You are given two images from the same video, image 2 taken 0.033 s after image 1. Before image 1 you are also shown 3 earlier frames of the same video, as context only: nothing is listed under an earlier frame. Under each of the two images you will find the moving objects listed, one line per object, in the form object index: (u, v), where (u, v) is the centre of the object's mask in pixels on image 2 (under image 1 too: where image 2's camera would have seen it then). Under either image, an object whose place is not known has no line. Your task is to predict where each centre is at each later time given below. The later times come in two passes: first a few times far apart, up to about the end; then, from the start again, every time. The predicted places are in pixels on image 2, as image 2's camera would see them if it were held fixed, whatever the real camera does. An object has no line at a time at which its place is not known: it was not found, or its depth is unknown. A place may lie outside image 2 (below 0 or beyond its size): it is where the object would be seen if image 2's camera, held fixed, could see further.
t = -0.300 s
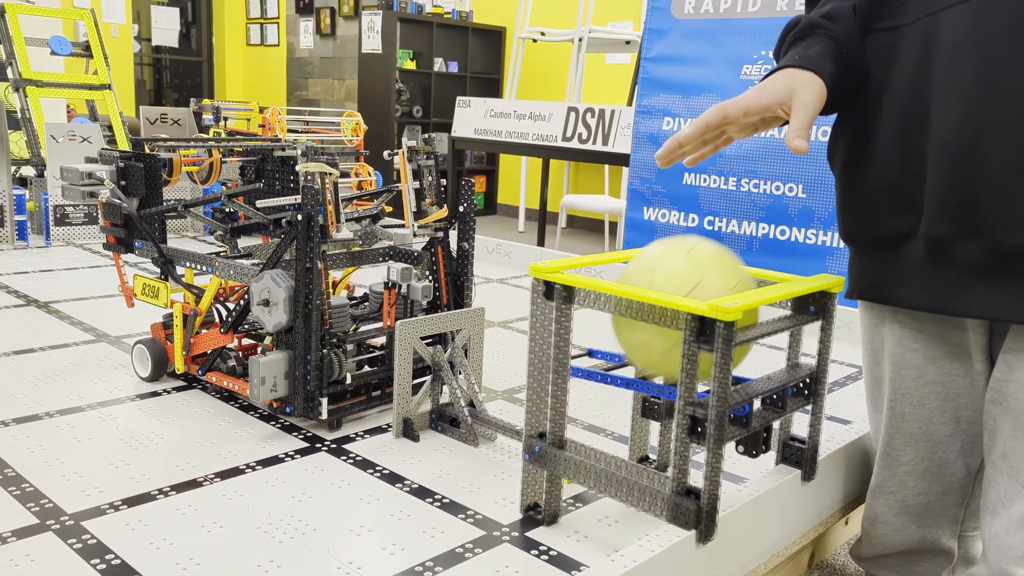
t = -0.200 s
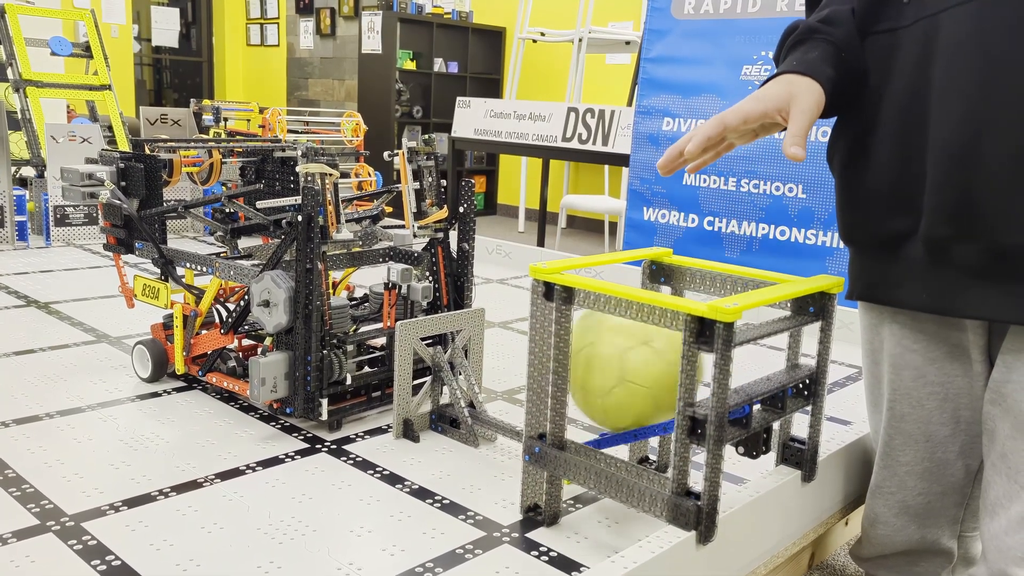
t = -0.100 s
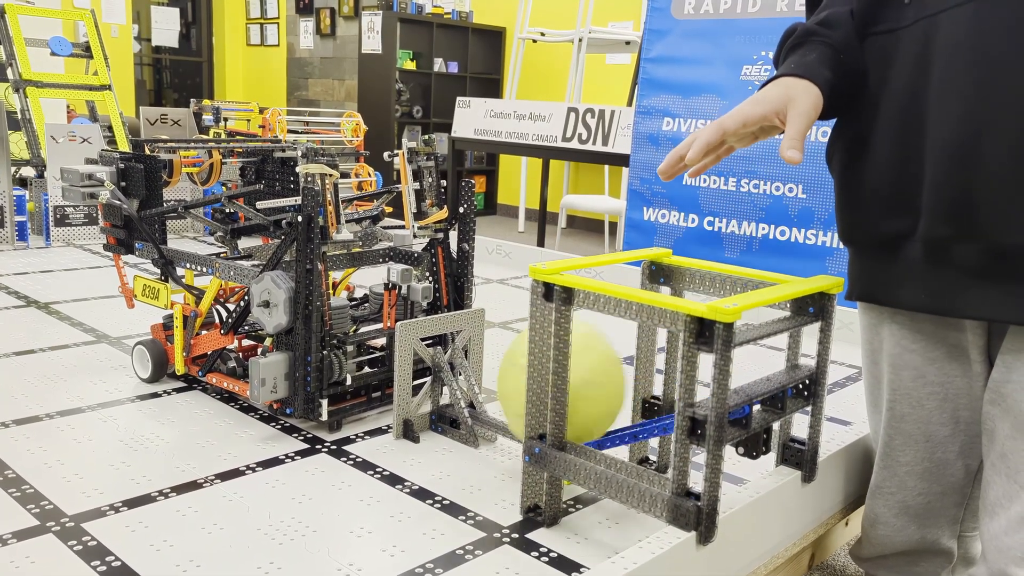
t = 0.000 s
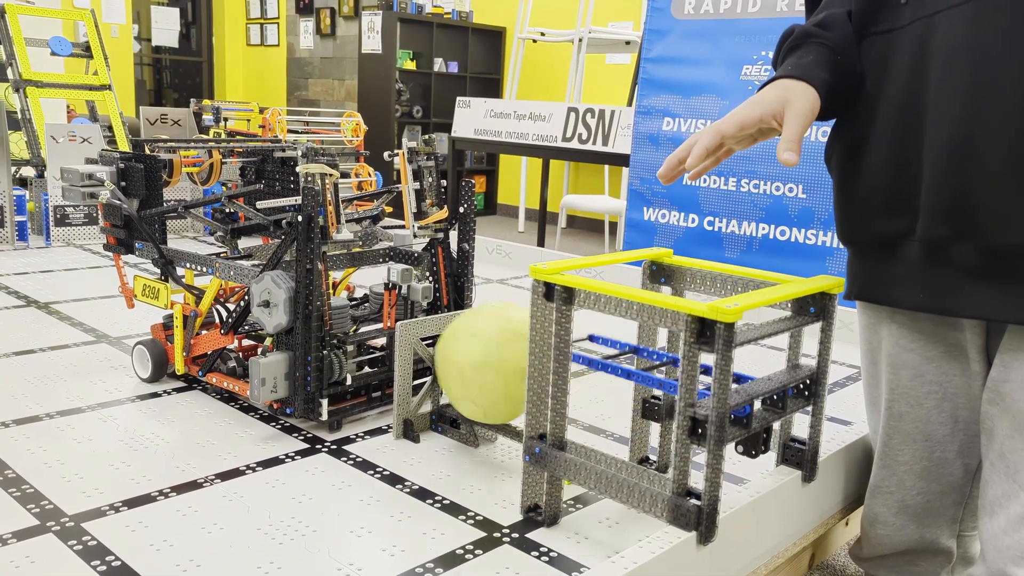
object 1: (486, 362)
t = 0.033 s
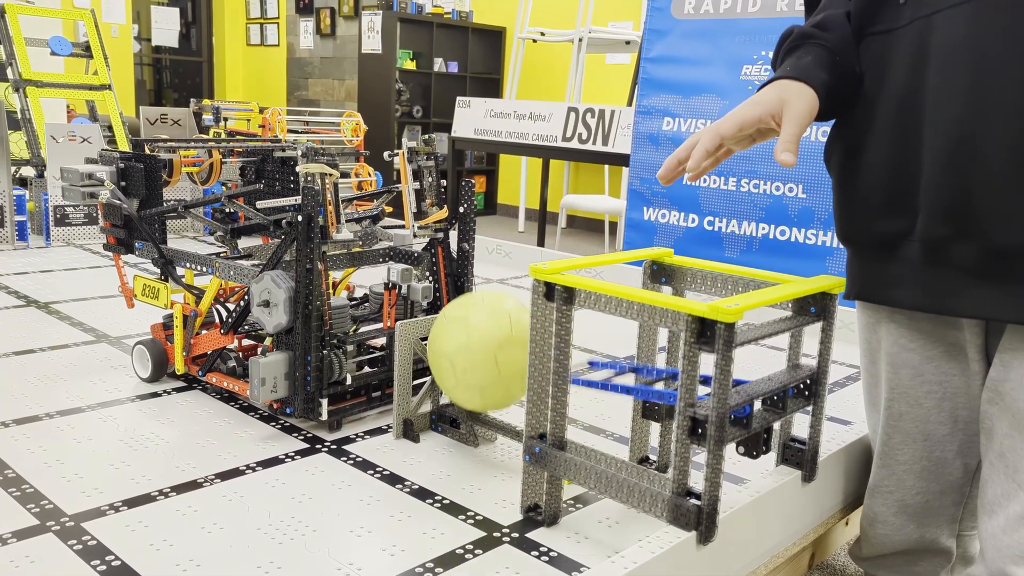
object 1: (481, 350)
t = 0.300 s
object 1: (475, 375)
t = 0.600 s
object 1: (401, 435)
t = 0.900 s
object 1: (334, 463)
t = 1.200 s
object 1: (293, 488)
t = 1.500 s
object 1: (305, 502)
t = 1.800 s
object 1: (341, 503)
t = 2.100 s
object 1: (325, 502)
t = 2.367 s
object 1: (327, 483)
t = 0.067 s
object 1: (483, 339)
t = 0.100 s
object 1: (485, 335)
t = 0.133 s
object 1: (486, 339)
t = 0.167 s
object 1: (486, 353)
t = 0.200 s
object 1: (486, 375)
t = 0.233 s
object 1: (484, 377)
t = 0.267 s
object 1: (480, 372)
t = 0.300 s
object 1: (475, 375)
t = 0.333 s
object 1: (468, 386)
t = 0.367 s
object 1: (460, 407)
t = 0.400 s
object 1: (451, 425)
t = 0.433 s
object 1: (443, 418)
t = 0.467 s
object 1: (434, 418)
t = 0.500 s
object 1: (425, 427)
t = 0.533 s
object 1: (416, 429)
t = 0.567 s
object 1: (409, 431)
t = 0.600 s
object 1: (401, 435)
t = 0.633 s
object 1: (394, 437)
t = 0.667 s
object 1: (386, 440)
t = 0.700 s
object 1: (379, 442)
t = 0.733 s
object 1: (372, 445)
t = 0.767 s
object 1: (365, 449)
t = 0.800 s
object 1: (357, 452)
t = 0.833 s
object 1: (349, 456)
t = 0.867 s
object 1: (341, 460)
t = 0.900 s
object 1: (334, 463)
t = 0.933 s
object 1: (328, 467)
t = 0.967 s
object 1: (322, 470)
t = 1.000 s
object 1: (316, 473)
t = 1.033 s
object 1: (311, 476)
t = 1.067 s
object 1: (306, 478)
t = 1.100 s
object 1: (302, 481)
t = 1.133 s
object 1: (298, 483)
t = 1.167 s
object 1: (295, 485)
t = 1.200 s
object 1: (293, 488)
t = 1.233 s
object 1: (291, 491)
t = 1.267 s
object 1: (290, 492)
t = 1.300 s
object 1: (289, 495)
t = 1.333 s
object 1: (290, 496)
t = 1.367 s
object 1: (291, 498)
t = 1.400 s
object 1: (294, 499)
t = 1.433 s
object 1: (297, 500)
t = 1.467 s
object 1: (301, 501)
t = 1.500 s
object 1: (305, 502)
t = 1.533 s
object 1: (310, 503)
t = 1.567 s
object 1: (315, 503)
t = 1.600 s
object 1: (320, 504)
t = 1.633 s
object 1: (325, 504)
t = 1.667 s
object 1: (330, 504)
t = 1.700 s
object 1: (334, 503)
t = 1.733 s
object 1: (338, 503)
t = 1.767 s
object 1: (340, 503)
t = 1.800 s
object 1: (341, 503)
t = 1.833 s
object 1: (340, 504)
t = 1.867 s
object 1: (339, 504)
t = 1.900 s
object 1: (338, 504)
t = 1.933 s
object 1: (335, 504)
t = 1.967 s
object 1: (333, 504)
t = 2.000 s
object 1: (331, 504)
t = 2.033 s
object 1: (328, 503)
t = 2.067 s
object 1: (326, 503)
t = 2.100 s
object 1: (325, 502)
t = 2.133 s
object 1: (324, 501)
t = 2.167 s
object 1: (324, 500)
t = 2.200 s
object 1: (324, 498)
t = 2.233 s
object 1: (324, 496)
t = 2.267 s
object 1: (325, 493)
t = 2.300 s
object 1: (326, 491)
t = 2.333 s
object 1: (326, 487)
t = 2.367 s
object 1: (327, 483)
